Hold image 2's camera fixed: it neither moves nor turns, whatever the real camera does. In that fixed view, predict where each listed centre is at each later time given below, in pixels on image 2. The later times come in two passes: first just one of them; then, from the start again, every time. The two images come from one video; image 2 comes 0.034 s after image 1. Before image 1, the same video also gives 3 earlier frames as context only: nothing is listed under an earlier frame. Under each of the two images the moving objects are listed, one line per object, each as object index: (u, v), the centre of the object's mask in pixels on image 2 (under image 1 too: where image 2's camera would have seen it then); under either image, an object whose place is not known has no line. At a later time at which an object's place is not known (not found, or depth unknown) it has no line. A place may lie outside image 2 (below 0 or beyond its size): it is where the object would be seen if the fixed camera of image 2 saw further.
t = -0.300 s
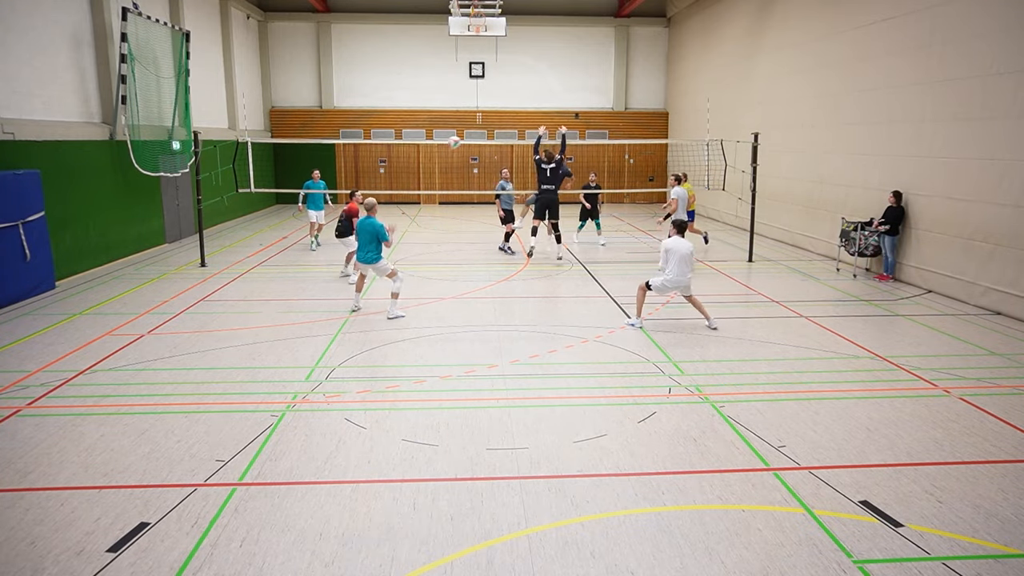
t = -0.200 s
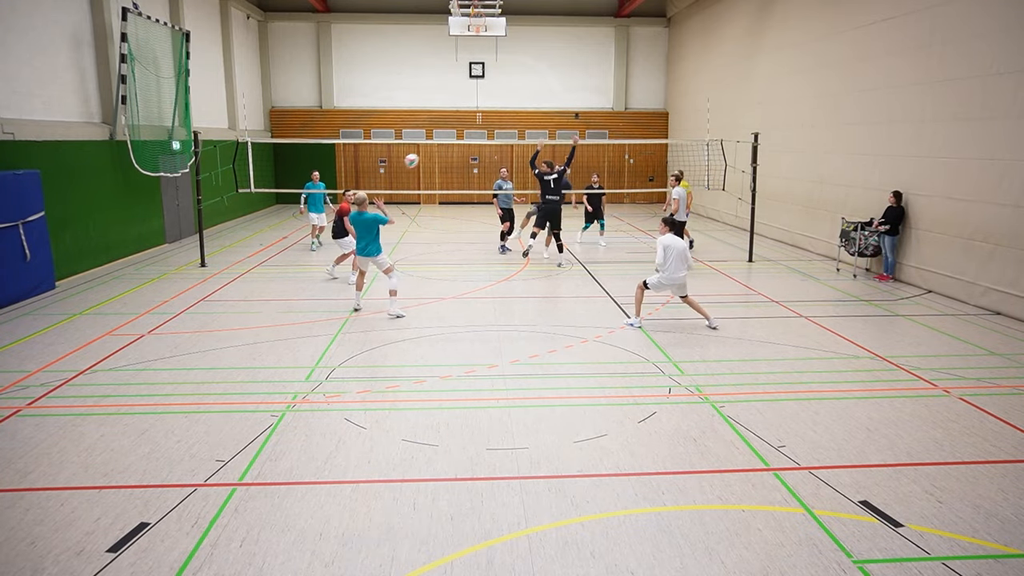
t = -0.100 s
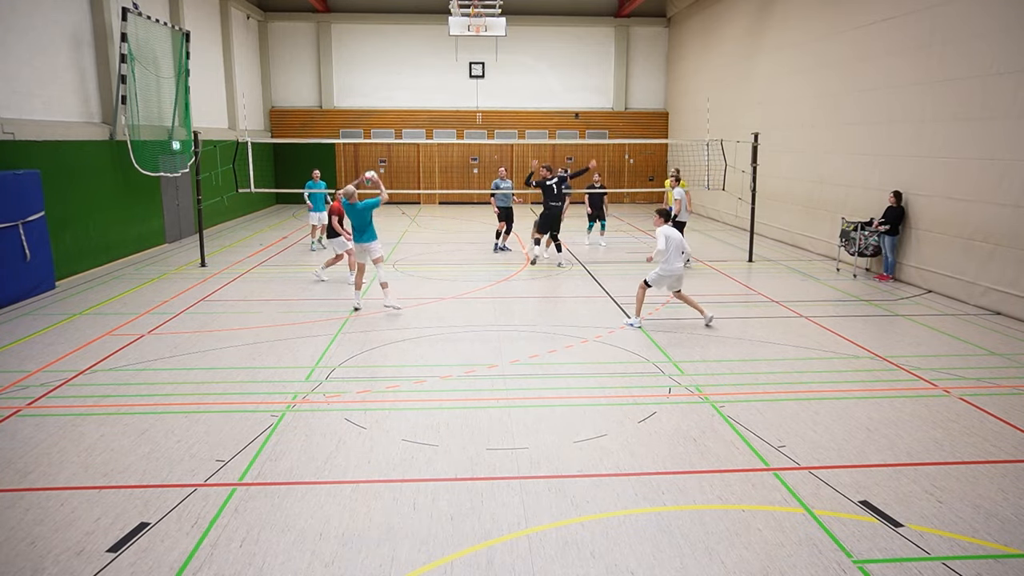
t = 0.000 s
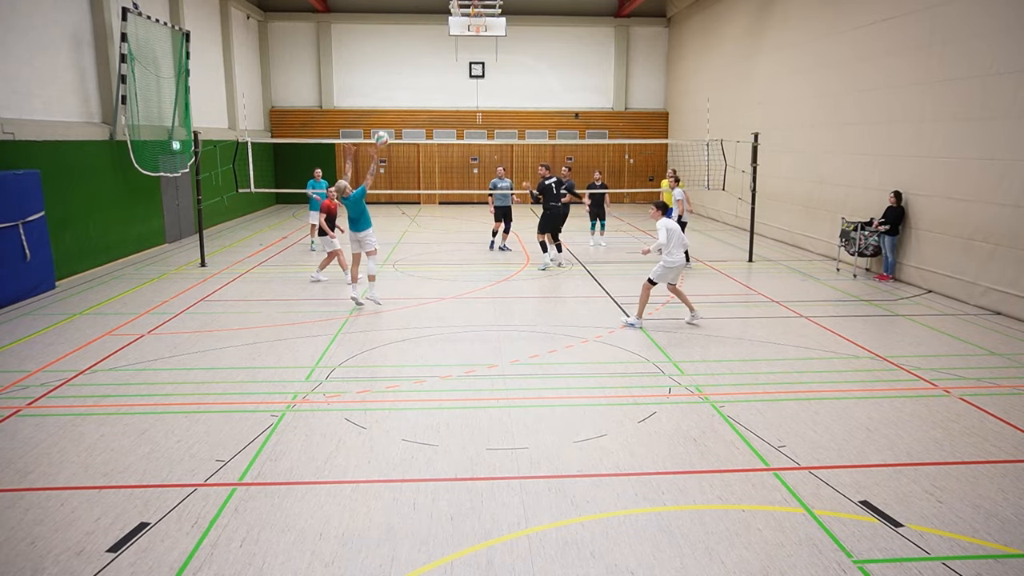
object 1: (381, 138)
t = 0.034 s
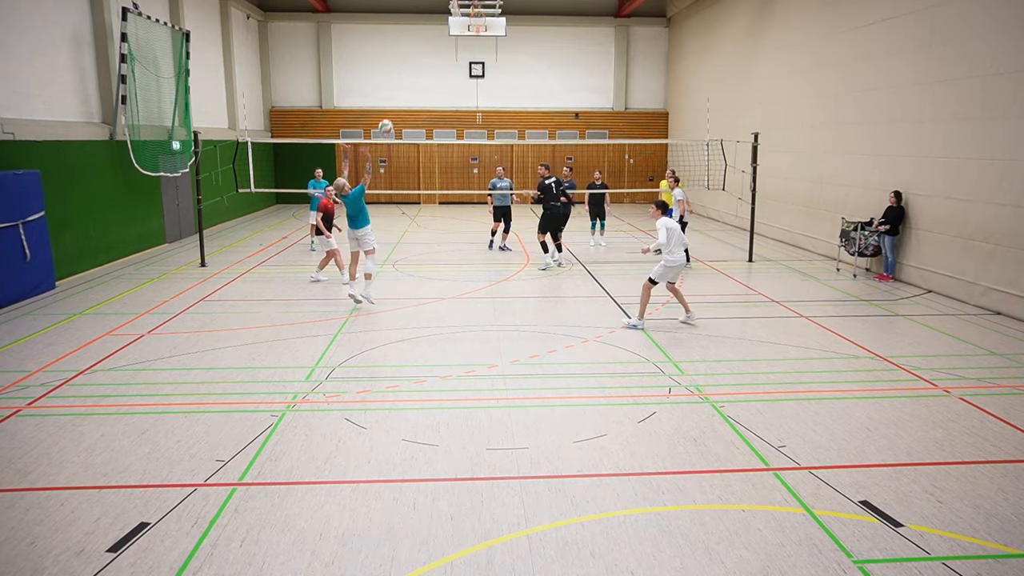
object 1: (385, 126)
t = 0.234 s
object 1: (407, 77)
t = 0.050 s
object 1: (387, 121)
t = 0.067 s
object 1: (389, 116)
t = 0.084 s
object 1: (391, 112)
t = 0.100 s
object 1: (393, 108)
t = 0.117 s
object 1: (394, 103)
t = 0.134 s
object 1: (396, 98)
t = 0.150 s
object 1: (398, 94)
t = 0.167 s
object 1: (400, 90)
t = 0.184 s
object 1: (402, 86)
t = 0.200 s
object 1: (403, 83)
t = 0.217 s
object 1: (405, 79)
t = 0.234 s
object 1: (407, 77)
